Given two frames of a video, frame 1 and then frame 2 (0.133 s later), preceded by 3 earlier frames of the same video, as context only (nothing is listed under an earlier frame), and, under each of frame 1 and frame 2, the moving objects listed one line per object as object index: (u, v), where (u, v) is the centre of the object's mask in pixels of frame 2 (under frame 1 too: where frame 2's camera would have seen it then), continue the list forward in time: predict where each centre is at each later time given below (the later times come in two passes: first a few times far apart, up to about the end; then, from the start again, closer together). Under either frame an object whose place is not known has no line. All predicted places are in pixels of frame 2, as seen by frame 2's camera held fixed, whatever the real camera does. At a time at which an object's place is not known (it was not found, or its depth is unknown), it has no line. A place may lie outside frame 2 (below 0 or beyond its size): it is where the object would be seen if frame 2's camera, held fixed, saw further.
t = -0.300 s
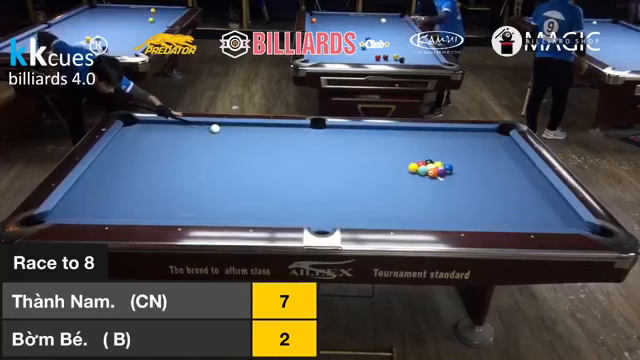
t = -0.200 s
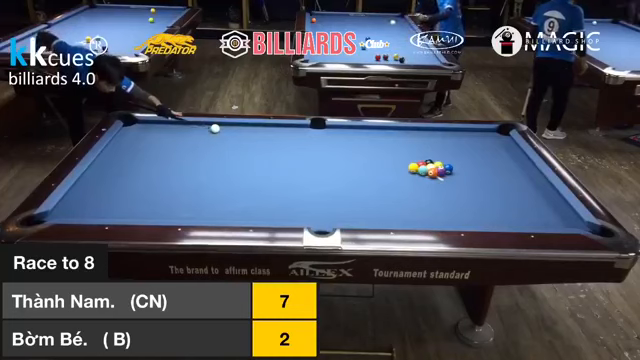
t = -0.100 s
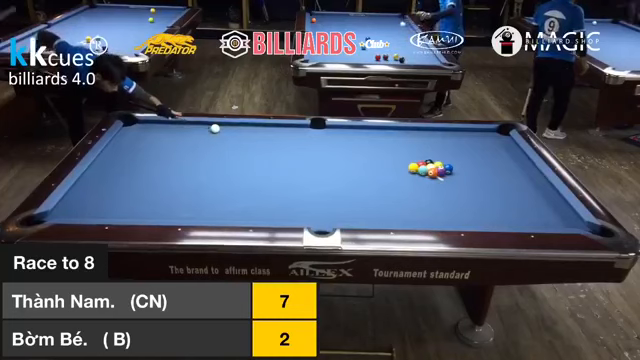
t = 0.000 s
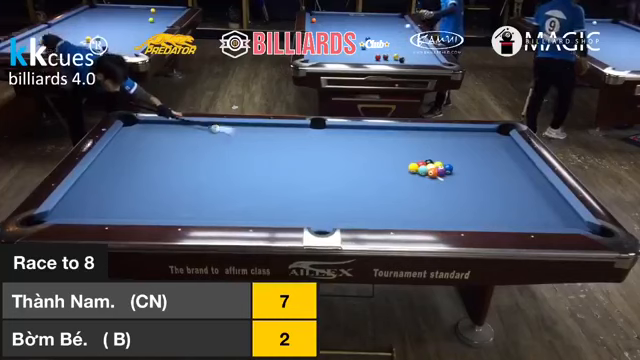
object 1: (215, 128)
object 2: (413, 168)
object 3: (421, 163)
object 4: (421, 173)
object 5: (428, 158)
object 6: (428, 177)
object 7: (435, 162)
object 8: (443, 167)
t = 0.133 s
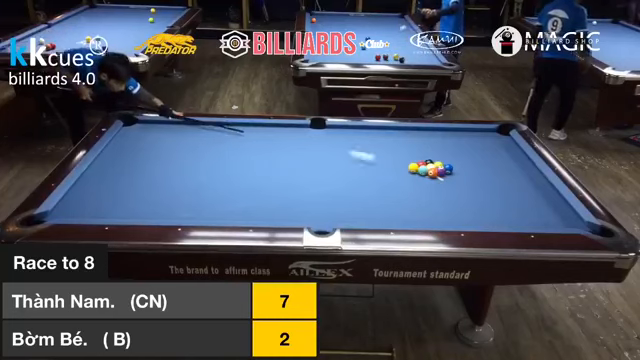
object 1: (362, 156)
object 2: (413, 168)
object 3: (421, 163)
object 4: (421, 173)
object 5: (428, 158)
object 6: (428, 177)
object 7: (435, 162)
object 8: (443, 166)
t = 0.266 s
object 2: (401, 175)
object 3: (420, 165)
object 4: (421, 180)
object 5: (441, 157)
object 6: (494, 212)
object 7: (453, 161)
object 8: (450, 172)
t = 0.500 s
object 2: (377, 190)
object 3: (418, 164)
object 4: (416, 199)
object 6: (533, 187)
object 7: (479, 153)
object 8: (470, 175)
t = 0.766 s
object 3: (416, 162)
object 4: (410, 220)
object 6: (509, 153)
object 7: (465, 147)
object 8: (493, 174)
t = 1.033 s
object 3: (414, 161)
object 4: (388, 212)
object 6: (474, 132)
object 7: (446, 140)
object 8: (514, 181)
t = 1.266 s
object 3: (413, 160)
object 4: (371, 200)
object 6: (454, 141)
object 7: (431, 135)
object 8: (533, 182)
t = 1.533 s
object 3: (413, 159)
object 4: (354, 189)
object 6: (429, 153)
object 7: (415, 130)
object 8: (546, 185)
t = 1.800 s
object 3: (396, 165)
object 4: (338, 180)
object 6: (416, 159)
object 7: (408, 131)
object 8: (536, 187)
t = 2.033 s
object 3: (378, 172)
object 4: (326, 172)
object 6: (411, 162)
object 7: (403, 133)
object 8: (530, 187)
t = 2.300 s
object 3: (356, 180)
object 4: (313, 164)
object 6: (407, 165)
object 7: (398, 134)
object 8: (522, 188)
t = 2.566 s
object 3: (334, 189)
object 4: (301, 157)
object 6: (402, 168)
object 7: (393, 136)
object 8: (518, 189)
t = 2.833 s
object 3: (310, 197)
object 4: (291, 151)
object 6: (398, 171)
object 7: (389, 138)
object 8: (512, 190)
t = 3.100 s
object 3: (287, 206)
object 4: (282, 145)
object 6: (394, 173)
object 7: (384, 140)
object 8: (506, 191)
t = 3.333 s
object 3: (267, 214)
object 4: (275, 141)
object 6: (392, 175)
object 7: (381, 141)
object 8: (505, 190)
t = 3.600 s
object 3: (244, 218)
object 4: (267, 136)
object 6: (390, 177)
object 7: (379, 143)
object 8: (502, 190)
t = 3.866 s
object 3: (231, 215)
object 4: (260, 132)
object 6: (387, 179)
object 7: (376, 144)
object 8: (500, 190)
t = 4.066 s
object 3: (223, 213)
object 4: (256, 129)
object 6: (386, 180)
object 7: (375, 144)
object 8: (500, 190)
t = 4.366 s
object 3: (210, 208)
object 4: (250, 125)
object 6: (385, 181)
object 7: (374, 145)
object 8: (500, 190)
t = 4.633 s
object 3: (201, 205)
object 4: (247, 127)
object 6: (385, 182)
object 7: (373, 145)
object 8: (500, 190)
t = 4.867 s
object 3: (194, 202)
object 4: (244, 128)
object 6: (384, 182)
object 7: (373, 145)
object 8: (500, 190)
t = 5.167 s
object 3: (185, 199)
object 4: (241, 129)
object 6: (384, 182)
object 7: (373, 145)
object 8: (500, 190)
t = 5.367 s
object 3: (181, 198)
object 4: (240, 130)
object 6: (384, 182)
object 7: (373, 145)
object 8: (500, 190)
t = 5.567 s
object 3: (177, 196)
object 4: (239, 130)
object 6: (384, 182)
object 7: (373, 145)
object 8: (500, 190)
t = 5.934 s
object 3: (171, 194)
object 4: (238, 131)
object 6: (384, 182)
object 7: (373, 145)
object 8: (500, 190)
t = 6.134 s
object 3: (169, 193)
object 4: (238, 131)
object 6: (384, 182)
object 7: (373, 145)
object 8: (500, 190)
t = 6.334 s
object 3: (167, 192)
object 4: (238, 131)
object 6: (384, 182)
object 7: (373, 145)
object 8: (500, 190)
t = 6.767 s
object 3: (164, 191)
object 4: (238, 131)
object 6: (384, 182)
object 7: (373, 146)
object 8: (500, 190)
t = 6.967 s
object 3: (164, 191)
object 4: (238, 131)
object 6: (384, 182)
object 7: (373, 146)
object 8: (500, 190)
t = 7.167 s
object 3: (164, 191)
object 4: (238, 131)
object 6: (384, 182)
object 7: (373, 146)
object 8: (500, 190)
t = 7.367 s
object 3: (164, 191)
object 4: (238, 131)
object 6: (384, 182)
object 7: (373, 146)
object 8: (500, 190)
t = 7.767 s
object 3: (164, 191)
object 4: (238, 131)
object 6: (384, 182)
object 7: (373, 146)
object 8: (500, 190)
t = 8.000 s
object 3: (164, 191)
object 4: (238, 131)
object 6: (384, 182)
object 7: (373, 146)
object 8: (500, 190)
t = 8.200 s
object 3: (164, 192)
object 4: (238, 131)
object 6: (384, 182)
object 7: (373, 146)
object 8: (500, 190)
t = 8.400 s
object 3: (164, 192)
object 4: (238, 131)
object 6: (384, 182)
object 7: (373, 145)
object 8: (500, 190)
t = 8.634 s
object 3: (164, 192)
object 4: (238, 131)
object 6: (384, 182)
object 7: (373, 146)
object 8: (500, 190)
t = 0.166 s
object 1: (398, 163)
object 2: (413, 168)
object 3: (421, 162)
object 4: (421, 173)
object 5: (428, 158)
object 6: (427, 177)
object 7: (435, 162)
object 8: (443, 166)
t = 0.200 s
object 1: (403, 163)
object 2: (409, 171)
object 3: (420, 164)
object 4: (421, 176)
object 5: (431, 157)
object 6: (449, 187)
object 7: (438, 163)
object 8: (444, 170)
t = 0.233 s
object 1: (402, 161)
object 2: (405, 172)
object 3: (420, 165)
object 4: (421, 179)
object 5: (437, 157)
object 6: (472, 199)
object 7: (446, 161)
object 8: (448, 171)
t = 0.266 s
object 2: (401, 175)
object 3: (420, 165)
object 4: (421, 180)
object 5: (441, 157)
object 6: (494, 212)
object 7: (453, 161)
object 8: (450, 172)
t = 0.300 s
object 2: (397, 177)
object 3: (420, 164)
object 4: (421, 182)
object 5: (445, 155)
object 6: (517, 223)
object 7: (456, 160)
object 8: (453, 172)
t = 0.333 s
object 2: (394, 179)
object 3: (419, 164)
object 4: (420, 185)
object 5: (449, 153)
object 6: (530, 226)
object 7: (461, 159)
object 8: (456, 173)
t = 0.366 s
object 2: (390, 181)
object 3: (419, 164)
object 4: (419, 188)
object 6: (533, 221)
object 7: (464, 158)
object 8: (460, 172)
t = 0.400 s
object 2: (387, 183)
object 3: (419, 164)
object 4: (418, 191)
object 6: (532, 211)
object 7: (468, 157)
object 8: (463, 173)
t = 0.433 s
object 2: (384, 186)
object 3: (418, 164)
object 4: (418, 193)
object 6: (533, 205)
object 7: (472, 156)
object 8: (465, 174)
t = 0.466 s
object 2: (381, 188)
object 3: (418, 164)
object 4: (417, 196)
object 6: (533, 197)
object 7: (476, 155)
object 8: (468, 175)
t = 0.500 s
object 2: (377, 190)
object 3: (418, 164)
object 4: (416, 199)
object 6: (533, 187)
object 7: (479, 153)
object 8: (470, 175)
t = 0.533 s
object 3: (417, 163)
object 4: (415, 202)
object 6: (534, 182)
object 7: (483, 152)
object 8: (473, 175)
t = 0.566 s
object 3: (417, 163)
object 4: (415, 205)
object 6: (535, 177)
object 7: (486, 152)
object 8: (477, 175)
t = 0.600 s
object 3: (417, 163)
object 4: (414, 207)
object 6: (535, 172)
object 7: (484, 151)
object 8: (479, 176)
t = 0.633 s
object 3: (417, 163)
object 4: (413, 211)
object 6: (531, 168)
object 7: (480, 150)
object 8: (481, 176)
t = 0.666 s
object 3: (417, 163)
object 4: (412, 214)
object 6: (525, 164)
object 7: (475, 148)
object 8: (484, 177)
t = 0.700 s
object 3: (416, 163)
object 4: (411, 217)
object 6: (520, 160)
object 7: (472, 148)
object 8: (487, 177)
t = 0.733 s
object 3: (416, 163)
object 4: (410, 218)
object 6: (514, 157)
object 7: (468, 147)
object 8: (489, 177)
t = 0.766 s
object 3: (416, 162)
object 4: (410, 220)
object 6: (509, 153)
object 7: (465, 147)
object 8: (493, 174)
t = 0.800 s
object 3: (416, 162)
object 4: (407, 220)
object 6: (505, 151)
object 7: (462, 146)
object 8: (496, 178)
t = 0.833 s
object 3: (415, 162)
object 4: (405, 219)
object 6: (500, 148)
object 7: (460, 145)
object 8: (498, 179)
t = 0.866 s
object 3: (415, 161)
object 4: (401, 218)
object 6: (495, 144)
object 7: (458, 144)
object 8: (501, 179)
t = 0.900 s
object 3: (415, 161)
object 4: (399, 217)
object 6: (491, 141)
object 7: (456, 143)
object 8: (503, 179)
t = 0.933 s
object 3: (415, 161)
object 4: (396, 216)
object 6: (487, 139)
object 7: (454, 142)
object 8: (506, 179)
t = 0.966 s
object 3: (414, 161)
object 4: (393, 215)
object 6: (482, 135)
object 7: (451, 141)
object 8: (508, 176)
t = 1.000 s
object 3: (414, 161)
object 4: (391, 213)
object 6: (478, 132)
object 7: (449, 140)
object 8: (512, 180)
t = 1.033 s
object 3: (414, 161)
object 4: (388, 212)
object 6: (474, 132)
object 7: (446, 140)
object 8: (514, 181)
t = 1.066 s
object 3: (414, 160)
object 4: (386, 210)
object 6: (472, 132)
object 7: (444, 139)
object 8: (517, 181)
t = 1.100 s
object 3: (414, 160)
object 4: (383, 208)
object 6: (469, 134)
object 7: (442, 138)
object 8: (519, 181)
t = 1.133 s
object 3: (414, 160)
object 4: (381, 207)
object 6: (466, 136)
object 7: (439, 137)
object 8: (521, 181)
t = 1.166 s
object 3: (414, 160)
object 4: (378, 205)
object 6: (463, 137)
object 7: (437, 136)
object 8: (525, 181)
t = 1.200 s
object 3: (413, 160)
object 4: (376, 203)
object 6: (460, 139)
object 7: (435, 136)
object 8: (528, 182)
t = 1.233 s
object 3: (413, 160)
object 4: (374, 202)
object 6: (457, 141)
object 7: (433, 136)
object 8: (531, 183)
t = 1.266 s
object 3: (413, 160)
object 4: (371, 200)
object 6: (454, 141)
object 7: (431, 135)
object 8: (533, 182)
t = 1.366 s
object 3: (413, 160)
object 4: (365, 196)
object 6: (445, 146)
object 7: (425, 132)
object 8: (540, 183)
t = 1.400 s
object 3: (413, 159)
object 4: (362, 195)
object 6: (441, 148)
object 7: (423, 132)
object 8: (542, 184)
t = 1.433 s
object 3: (413, 159)
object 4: (360, 194)
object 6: (438, 149)
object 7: (421, 131)
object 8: (546, 185)
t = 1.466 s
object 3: (413, 159)
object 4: (358, 192)
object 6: (435, 150)
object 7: (419, 131)
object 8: (549, 186)
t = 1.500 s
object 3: (413, 159)
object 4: (356, 191)
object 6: (431, 151)
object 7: (417, 130)
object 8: (548, 186)
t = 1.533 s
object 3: (413, 159)
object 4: (354, 189)
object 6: (429, 153)
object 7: (415, 130)
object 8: (546, 185)
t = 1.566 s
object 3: (412, 159)
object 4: (352, 188)
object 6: (425, 154)
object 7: (414, 129)
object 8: (545, 185)
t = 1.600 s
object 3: (412, 159)
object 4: (349, 187)
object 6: (421, 156)
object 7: (413, 129)
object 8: (544, 185)
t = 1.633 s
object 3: (412, 160)
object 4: (348, 186)
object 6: (420, 156)
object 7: (412, 130)
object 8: (543, 185)
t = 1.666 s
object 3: (409, 161)
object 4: (346, 185)
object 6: (419, 157)
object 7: (411, 130)
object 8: (541, 186)
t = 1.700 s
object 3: (405, 162)
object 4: (344, 183)
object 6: (419, 158)
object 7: (410, 130)
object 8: (540, 186)
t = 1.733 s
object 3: (401, 164)
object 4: (342, 182)
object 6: (418, 158)
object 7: (410, 131)
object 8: (539, 186)
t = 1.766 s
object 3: (399, 164)
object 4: (340, 181)
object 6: (418, 158)
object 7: (409, 131)
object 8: (537, 187)
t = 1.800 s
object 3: (396, 165)
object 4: (338, 180)
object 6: (416, 159)
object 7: (408, 131)
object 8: (536, 187)
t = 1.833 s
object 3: (394, 166)
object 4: (336, 179)
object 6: (416, 159)
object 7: (407, 131)
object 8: (536, 187)
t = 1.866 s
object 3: (391, 167)
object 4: (334, 178)
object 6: (416, 159)
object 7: (406, 132)
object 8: (536, 187)
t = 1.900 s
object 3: (389, 168)
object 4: (333, 177)
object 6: (415, 160)
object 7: (406, 132)
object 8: (535, 187)
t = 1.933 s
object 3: (386, 169)
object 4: (331, 175)
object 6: (414, 160)
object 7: (405, 132)
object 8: (534, 188)
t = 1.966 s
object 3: (383, 170)
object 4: (329, 174)
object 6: (414, 160)
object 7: (404, 132)
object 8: (533, 187)
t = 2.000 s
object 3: (381, 172)
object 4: (327, 173)
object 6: (412, 162)
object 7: (404, 133)
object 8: (532, 187)
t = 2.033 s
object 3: (378, 172)
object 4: (326, 172)
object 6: (411, 162)
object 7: (403, 133)
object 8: (530, 187)
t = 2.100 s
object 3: (372, 174)
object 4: (323, 170)
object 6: (410, 162)
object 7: (401, 133)
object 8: (529, 187)
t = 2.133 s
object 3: (370, 176)
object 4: (320, 169)
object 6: (410, 163)
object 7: (401, 133)
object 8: (528, 187)
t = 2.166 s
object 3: (367, 176)
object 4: (319, 168)
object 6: (409, 163)
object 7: (400, 134)
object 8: (527, 187)
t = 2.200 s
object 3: (364, 177)
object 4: (317, 167)
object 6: (408, 164)
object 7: (400, 134)
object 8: (526, 188)
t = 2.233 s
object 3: (361, 178)
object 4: (316, 166)
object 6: (408, 164)
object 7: (399, 134)
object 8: (525, 188)
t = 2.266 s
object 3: (359, 180)
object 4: (314, 165)
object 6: (407, 164)
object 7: (398, 134)
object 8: (524, 188)
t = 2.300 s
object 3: (356, 180)
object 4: (313, 164)
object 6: (407, 165)
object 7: (398, 134)
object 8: (522, 188)
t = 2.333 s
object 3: (353, 181)
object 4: (311, 163)
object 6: (406, 165)
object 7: (397, 135)
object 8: (521, 189)
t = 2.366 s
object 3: (351, 182)
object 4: (310, 162)
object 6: (405, 166)
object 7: (396, 135)
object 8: (521, 189)
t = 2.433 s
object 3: (345, 184)
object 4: (307, 161)
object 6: (404, 167)
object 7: (395, 136)
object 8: (519, 189)
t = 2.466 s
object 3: (342, 185)
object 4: (306, 160)
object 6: (404, 167)
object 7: (394, 136)
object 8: (519, 189)
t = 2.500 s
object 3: (339, 187)
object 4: (304, 159)
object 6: (403, 167)
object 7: (394, 136)
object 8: (519, 189)
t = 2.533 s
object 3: (337, 188)
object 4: (303, 158)
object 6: (403, 167)
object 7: (393, 136)
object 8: (517, 189)
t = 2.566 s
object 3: (334, 189)
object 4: (301, 157)
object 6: (402, 168)
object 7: (393, 136)
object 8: (518, 189)
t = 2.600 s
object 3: (331, 190)
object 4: (300, 156)
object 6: (402, 168)
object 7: (392, 137)
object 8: (516, 189)
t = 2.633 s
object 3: (328, 191)
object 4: (298, 156)
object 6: (401, 168)
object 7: (392, 137)
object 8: (516, 189)
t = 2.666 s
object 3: (325, 192)
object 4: (297, 155)
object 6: (401, 169)
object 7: (391, 137)
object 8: (515, 189)
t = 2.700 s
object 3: (322, 193)
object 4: (296, 154)
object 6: (400, 169)
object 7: (390, 137)
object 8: (515, 189)
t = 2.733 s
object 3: (320, 194)
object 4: (295, 153)
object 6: (400, 169)
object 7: (390, 138)
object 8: (514, 189)
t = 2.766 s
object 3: (316, 195)
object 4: (293, 152)
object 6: (399, 170)
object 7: (389, 138)
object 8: (513, 189)
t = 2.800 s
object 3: (314, 196)
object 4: (292, 152)
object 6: (399, 171)
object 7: (389, 138)
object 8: (512, 189)
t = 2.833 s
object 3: (310, 197)
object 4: (291, 151)
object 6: (398, 171)
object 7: (389, 138)
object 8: (512, 190)
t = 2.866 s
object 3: (308, 199)
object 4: (290, 150)
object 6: (398, 171)
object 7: (388, 139)
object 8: (511, 189)
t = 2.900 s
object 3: (305, 200)
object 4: (289, 149)
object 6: (397, 171)
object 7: (387, 139)
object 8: (510, 190)
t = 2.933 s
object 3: (302, 200)
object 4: (287, 149)
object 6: (397, 172)
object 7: (387, 139)
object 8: (509, 190)
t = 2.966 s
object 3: (299, 202)
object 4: (286, 148)
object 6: (396, 172)
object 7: (387, 139)
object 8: (508, 190)
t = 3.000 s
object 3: (296, 203)
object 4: (285, 147)
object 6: (396, 172)
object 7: (386, 140)
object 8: (508, 190)
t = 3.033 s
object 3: (293, 204)
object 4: (284, 147)
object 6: (395, 172)
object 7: (385, 140)
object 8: (507, 190)
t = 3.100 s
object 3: (287, 206)
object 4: (282, 145)
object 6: (394, 173)
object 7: (384, 140)
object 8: (506, 191)
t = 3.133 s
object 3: (284, 207)
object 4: (281, 144)
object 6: (394, 174)
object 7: (384, 140)
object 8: (506, 191)
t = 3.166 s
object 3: (281, 208)
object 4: (280, 144)
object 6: (394, 174)
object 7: (383, 141)
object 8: (506, 190)
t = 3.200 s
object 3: (279, 210)
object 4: (279, 143)
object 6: (394, 174)
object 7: (383, 141)
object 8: (506, 190)
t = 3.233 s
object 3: (276, 210)
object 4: (278, 143)
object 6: (393, 174)
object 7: (382, 141)
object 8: (505, 190)
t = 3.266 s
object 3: (273, 211)
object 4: (277, 142)
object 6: (393, 174)
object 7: (382, 141)
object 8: (505, 190)
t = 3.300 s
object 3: (269, 213)
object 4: (276, 141)
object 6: (392, 175)
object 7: (382, 141)
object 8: (505, 190)
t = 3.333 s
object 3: (267, 214)
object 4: (275, 141)
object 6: (392, 175)
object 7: (381, 141)
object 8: (505, 190)
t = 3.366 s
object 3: (264, 215)
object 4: (274, 140)
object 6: (392, 175)
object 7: (381, 141)
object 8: (504, 190)
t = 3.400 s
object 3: (261, 215)
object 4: (272, 140)
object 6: (392, 175)
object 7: (381, 142)
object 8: (504, 190)
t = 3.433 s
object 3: (258, 216)
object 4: (272, 139)
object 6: (391, 176)
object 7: (380, 142)
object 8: (503, 190)
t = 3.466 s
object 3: (255, 216)
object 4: (271, 138)
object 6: (391, 176)
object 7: (380, 142)
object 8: (503, 190)
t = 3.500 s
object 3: (252, 217)
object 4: (270, 137)
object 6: (390, 177)
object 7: (379, 142)
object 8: (503, 190)
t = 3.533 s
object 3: (249, 218)
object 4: (269, 137)
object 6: (390, 177)
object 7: (379, 142)
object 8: (502, 190)
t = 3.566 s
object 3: (246, 218)
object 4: (268, 136)
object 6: (390, 177)
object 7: (379, 143)
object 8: (502, 190)
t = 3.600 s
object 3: (244, 218)
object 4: (267, 136)
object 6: (390, 177)
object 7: (379, 143)
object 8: (502, 190)
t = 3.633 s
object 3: (243, 217)
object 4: (266, 135)
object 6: (389, 177)
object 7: (378, 143)
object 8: (502, 190)
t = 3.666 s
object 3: (241, 217)
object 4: (265, 135)
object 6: (389, 177)
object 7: (378, 142)
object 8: (501, 191)
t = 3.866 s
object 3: (231, 215)
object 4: (260, 132)
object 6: (387, 179)
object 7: (376, 144)
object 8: (500, 190)
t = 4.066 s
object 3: (223, 213)
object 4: (256, 129)
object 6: (386, 180)
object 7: (375, 144)
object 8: (500, 190)
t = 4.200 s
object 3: (217, 211)
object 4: (254, 127)
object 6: (385, 180)
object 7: (374, 145)
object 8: (500, 190)
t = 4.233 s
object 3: (215, 210)
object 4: (253, 126)
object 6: (385, 180)
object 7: (374, 145)
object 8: (500, 190)
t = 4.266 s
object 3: (214, 209)
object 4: (252, 125)
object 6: (385, 180)
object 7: (374, 145)
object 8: (500, 190)
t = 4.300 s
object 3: (213, 209)
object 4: (251, 125)
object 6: (385, 180)
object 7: (374, 145)
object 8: (500, 190)
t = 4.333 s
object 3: (212, 208)
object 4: (251, 125)
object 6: (385, 181)
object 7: (374, 145)
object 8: (500, 190)
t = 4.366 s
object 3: (210, 208)
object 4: (250, 125)
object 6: (385, 181)
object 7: (374, 145)
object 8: (500, 190)
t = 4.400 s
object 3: (209, 208)
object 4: (250, 126)
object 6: (385, 181)
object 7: (374, 145)
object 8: (500, 190)
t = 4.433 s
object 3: (208, 208)
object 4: (250, 126)
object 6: (385, 181)
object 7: (374, 145)
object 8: (500, 190)
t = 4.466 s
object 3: (207, 207)
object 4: (249, 126)
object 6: (385, 181)
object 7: (373, 145)
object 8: (500, 190)
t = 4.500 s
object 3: (205, 207)
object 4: (249, 126)
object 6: (385, 181)
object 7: (373, 145)
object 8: (500, 190)
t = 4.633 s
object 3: (201, 205)
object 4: (247, 127)
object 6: (385, 182)
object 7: (373, 145)
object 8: (500, 190)
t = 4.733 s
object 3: (198, 204)
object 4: (245, 127)
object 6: (384, 181)
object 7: (373, 145)
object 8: (500, 190)
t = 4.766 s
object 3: (197, 204)
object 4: (245, 127)
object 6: (384, 181)
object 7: (373, 145)
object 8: (500, 190)
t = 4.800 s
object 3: (196, 203)
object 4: (245, 127)
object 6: (384, 181)
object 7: (373, 145)
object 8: (500, 190)
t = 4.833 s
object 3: (195, 203)
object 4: (244, 127)
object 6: (384, 181)
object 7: (373, 145)
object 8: (500, 190)
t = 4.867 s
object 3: (194, 202)
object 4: (244, 128)
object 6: (384, 182)
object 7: (373, 145)
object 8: (500, 190)
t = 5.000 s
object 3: (190, 201)
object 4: (243, 128)
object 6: (384, 182)
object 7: (373, 145)
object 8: (500, 190)
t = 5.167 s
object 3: (185, 199)
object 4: (241, 129)
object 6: (384, 182)
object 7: (373, 145)
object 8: (500, 190)
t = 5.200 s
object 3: (184, 199)
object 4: (241, 129)
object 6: (384, 182)
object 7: (373, 145)
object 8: (500, 190)
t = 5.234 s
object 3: (184, 199)
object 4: (241, 129)
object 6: (384, 182)
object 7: (373, 145)
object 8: (500, 190)
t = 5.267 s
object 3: (183, 199)
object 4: (241, 129)
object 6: (384, 182)
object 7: (373, 145)
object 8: (500, 190)
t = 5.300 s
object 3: (182, 198)
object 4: (240, 129)
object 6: (384, 182)
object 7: (373, 145)
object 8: (500, 190)
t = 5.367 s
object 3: (181, 198)
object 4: (240, 130)
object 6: (384, 182)
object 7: (373, 145)
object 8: (500, 190)
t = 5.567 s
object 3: (177, 196)
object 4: (239, 130)
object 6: (384, 182)
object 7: (373, 145)
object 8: (500, 190)
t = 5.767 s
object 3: (174, 195)
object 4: (238, 131)
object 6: (384, 182)
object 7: (373, 145)
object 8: (500, 190)
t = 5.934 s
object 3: (171, 194)
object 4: (238, 131)
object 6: (384, 182)
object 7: (373, 145)
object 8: (500, 190)
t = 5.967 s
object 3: (171, 194)
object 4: (238, 131)
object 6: (384, 182)
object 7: (373, 145)
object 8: (500, 190)
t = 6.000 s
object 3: (171, 194)
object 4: (238, 131)
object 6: (384, 182)
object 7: (373, 145)
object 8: (500, 190)
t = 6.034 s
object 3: (170, 193)
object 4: (238, 131)
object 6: (384, 182)
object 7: (373, 145)
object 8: (500, 190)
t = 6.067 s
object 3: (170, 193)
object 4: (238, 131)
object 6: (384, 182)
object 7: (373, 145)
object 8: (500, 190)
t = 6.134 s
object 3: (169, 193)
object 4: (238, 131)
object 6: (384, 182)
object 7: (373, 145)
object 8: (500, 190)
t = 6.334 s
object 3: (167, 192)
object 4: (238, 131)
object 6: (384, 182)
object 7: (373, 145)
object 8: (500, 190)
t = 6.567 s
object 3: (165, 192)
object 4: (238, 131)
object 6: (384, 182)
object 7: (373, 145)
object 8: (500, 190)
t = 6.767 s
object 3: (164, 191)
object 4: (238, 131)
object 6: (384, 182)
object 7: (373, 146)
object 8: (500, 190)
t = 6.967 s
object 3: (164, 191)
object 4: (238, 131)
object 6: (384, 182)
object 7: (373, 146)
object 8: (500, 190)
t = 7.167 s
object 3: (164, 191)
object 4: (238, 131)
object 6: (384, 182)
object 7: (373, 146)
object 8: (500, 190)
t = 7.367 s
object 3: (164, 191)
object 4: (238, 131)
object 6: (384, 182)
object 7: (373, 146)
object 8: (500, 190)
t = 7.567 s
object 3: (164, 191)
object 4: (238, 131)
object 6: (384, 182)
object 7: (373, 146)
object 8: (500, 190)
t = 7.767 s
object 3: (164, 191)
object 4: (238, 131)
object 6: (384, 182)
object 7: (373, 146)
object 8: (500, 190)
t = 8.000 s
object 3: (164, 191)
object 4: (238, 131)
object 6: (384, 182)
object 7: (373, 146)
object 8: (500, 190)
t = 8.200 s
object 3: (164, 192)
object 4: (238, 131)
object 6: (384, 182)
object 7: (373, 146)
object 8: (500, 190)
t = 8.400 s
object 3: (164, 192)
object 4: (238, 131)
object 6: (384, 182)
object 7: (373, 145)
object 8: (500, 190)
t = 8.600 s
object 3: (164, 191)
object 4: (238, 131)
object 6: (384, 182)
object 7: (373, 146)
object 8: (500, 190)
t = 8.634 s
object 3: (164, 192)
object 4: (238, 131)
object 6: (384, 182)
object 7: (373, 146)
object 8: (500, 190)
